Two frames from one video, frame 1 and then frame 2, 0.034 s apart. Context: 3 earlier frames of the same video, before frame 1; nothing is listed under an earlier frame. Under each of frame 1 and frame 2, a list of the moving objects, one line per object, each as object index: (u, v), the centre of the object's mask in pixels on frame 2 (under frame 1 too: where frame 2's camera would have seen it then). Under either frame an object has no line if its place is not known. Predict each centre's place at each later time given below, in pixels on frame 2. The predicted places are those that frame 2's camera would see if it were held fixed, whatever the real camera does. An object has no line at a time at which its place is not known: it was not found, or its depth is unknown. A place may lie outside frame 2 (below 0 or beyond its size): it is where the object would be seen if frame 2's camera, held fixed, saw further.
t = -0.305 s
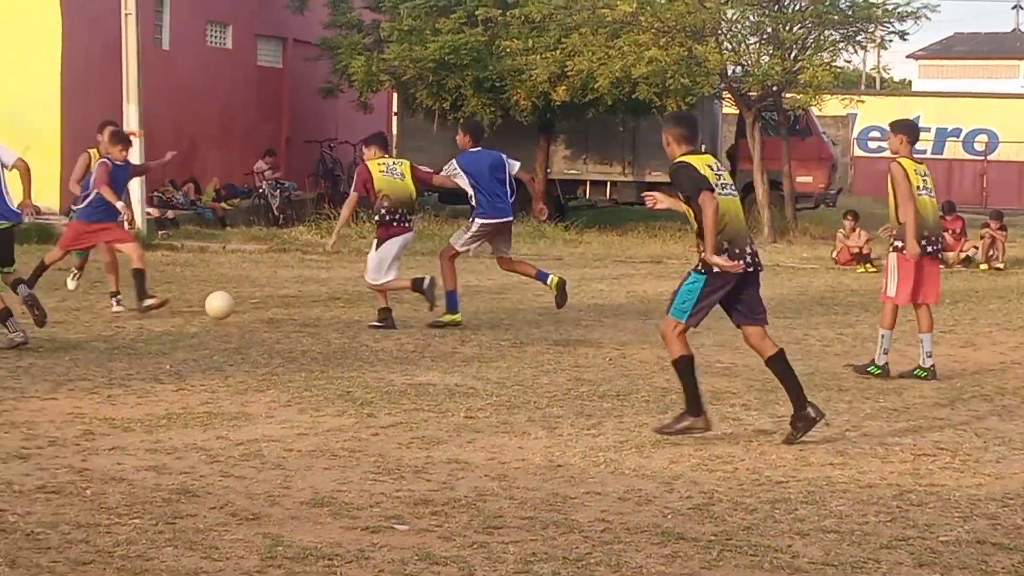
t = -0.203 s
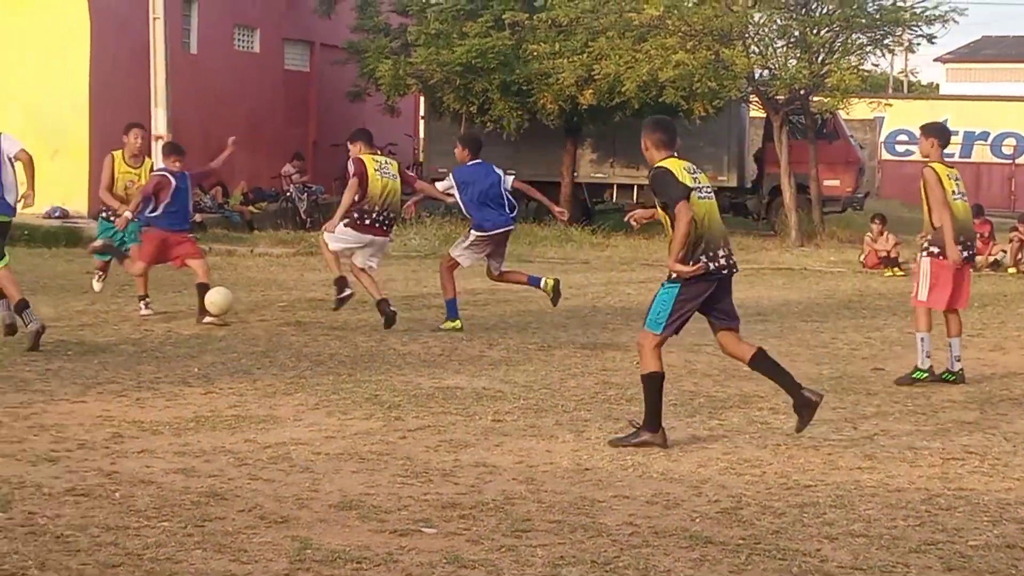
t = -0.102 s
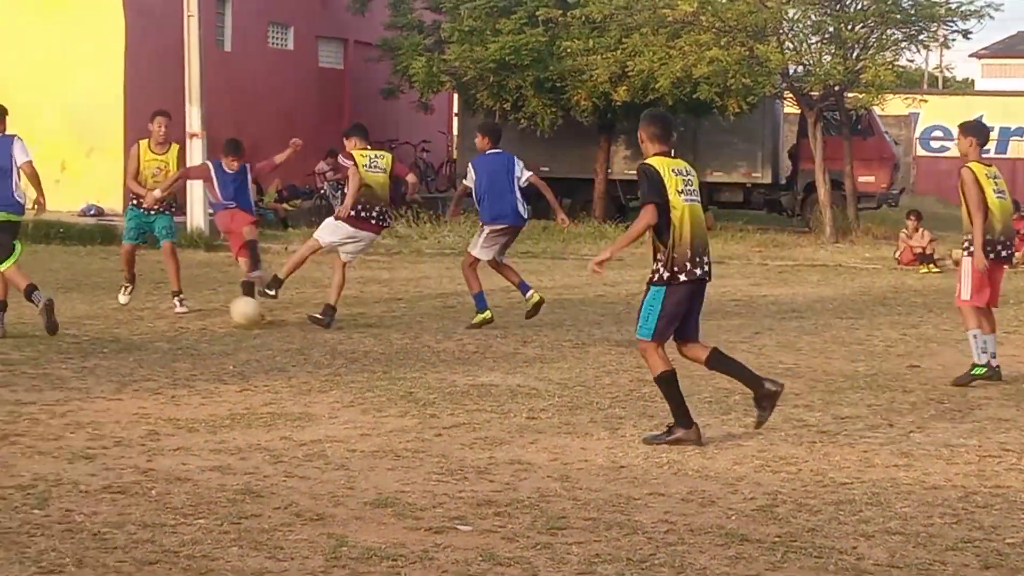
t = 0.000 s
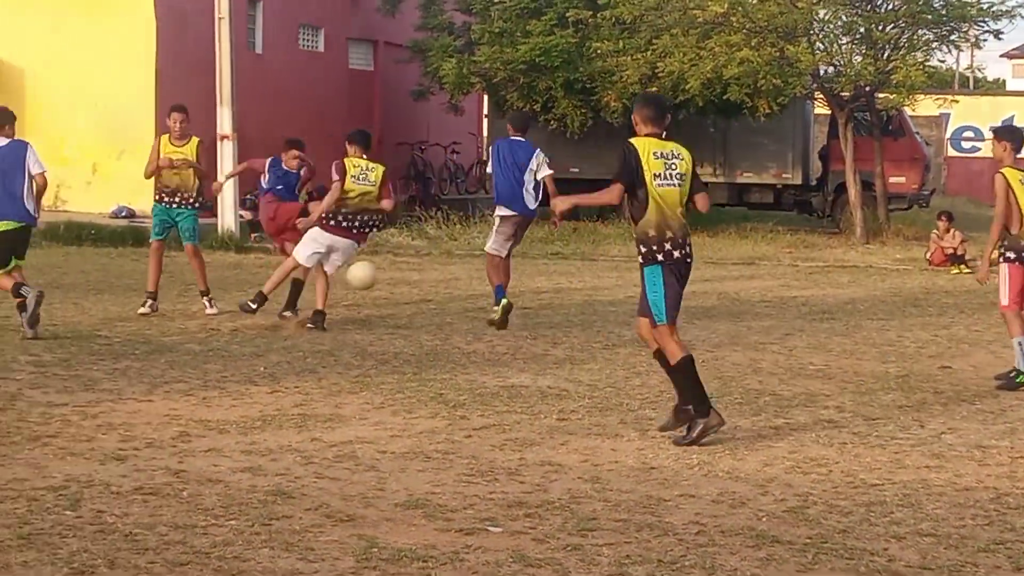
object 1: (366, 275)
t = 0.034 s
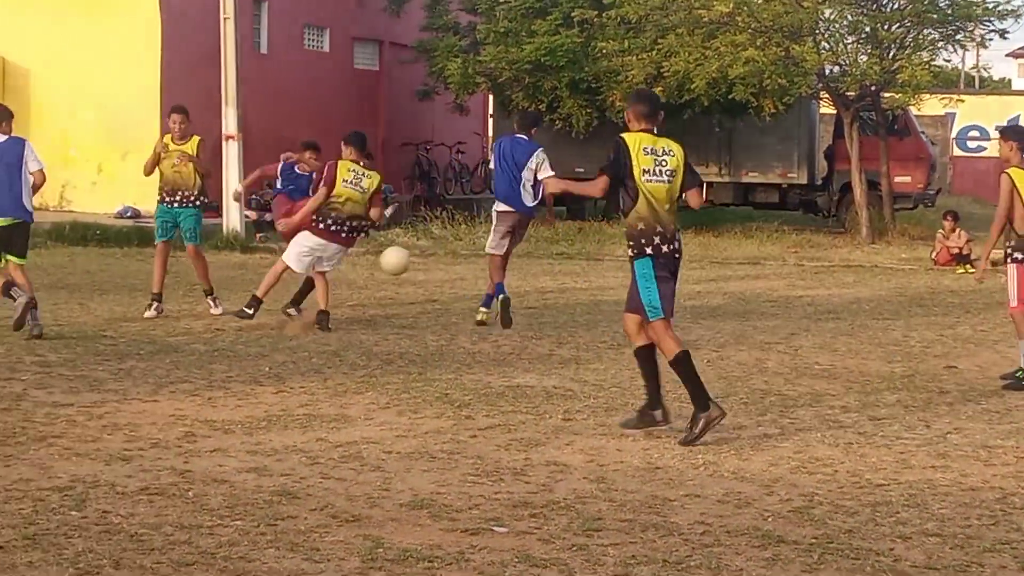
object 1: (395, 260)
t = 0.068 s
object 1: (423, 246)
